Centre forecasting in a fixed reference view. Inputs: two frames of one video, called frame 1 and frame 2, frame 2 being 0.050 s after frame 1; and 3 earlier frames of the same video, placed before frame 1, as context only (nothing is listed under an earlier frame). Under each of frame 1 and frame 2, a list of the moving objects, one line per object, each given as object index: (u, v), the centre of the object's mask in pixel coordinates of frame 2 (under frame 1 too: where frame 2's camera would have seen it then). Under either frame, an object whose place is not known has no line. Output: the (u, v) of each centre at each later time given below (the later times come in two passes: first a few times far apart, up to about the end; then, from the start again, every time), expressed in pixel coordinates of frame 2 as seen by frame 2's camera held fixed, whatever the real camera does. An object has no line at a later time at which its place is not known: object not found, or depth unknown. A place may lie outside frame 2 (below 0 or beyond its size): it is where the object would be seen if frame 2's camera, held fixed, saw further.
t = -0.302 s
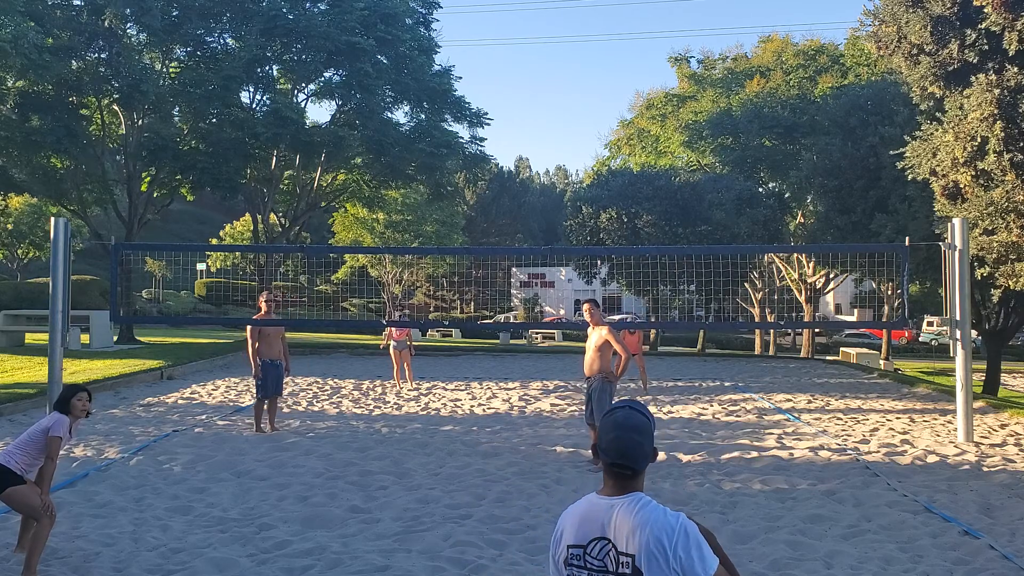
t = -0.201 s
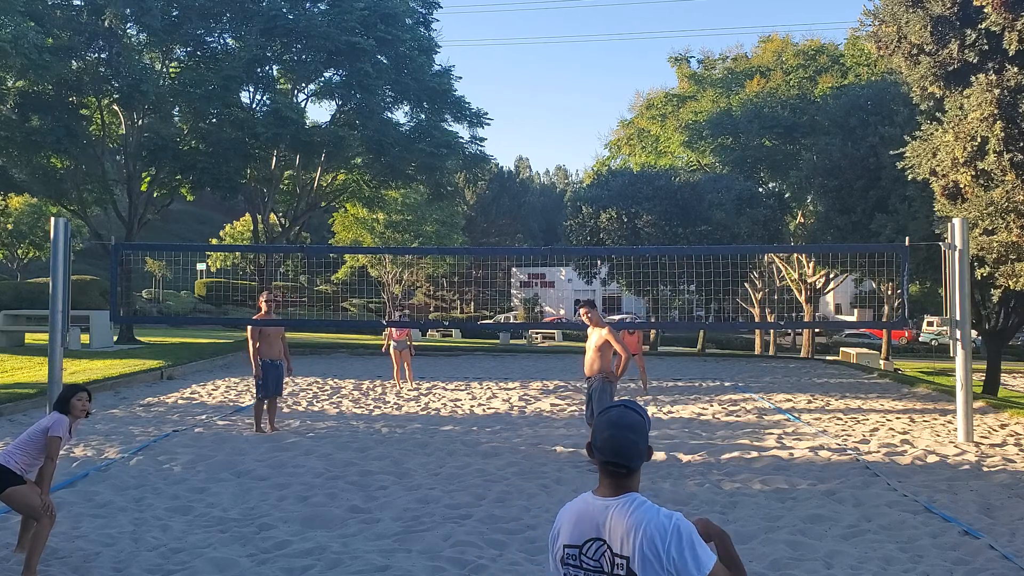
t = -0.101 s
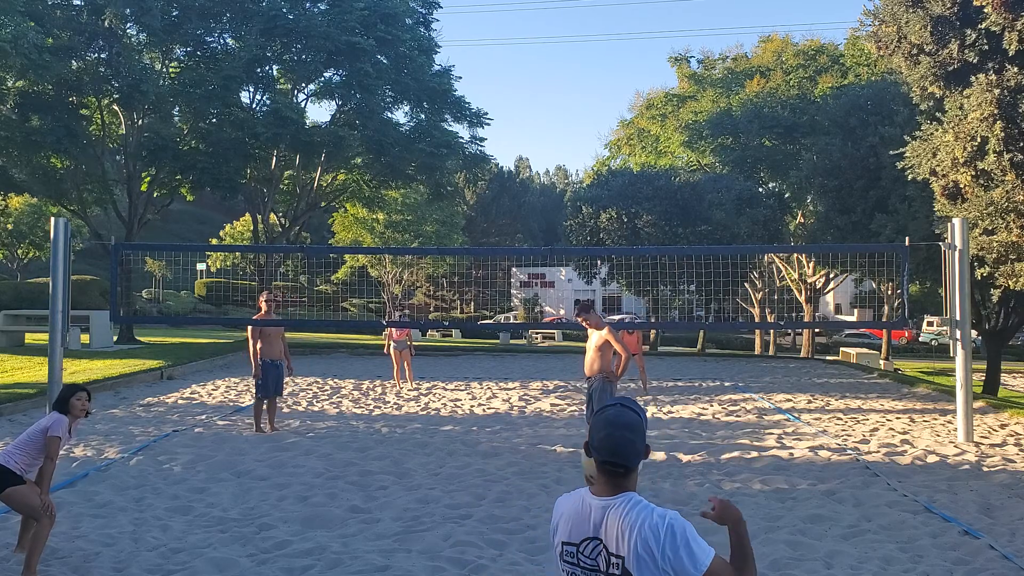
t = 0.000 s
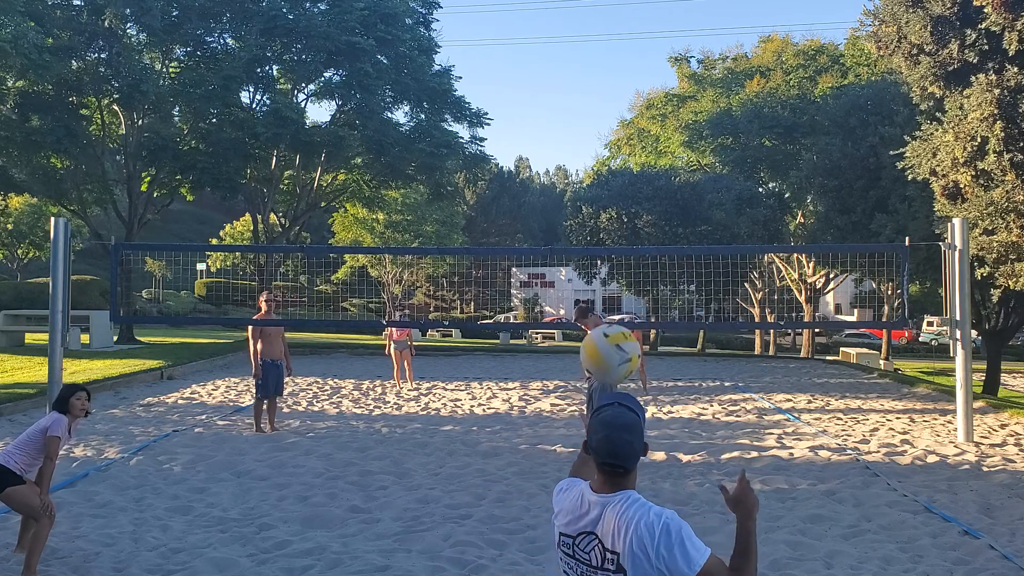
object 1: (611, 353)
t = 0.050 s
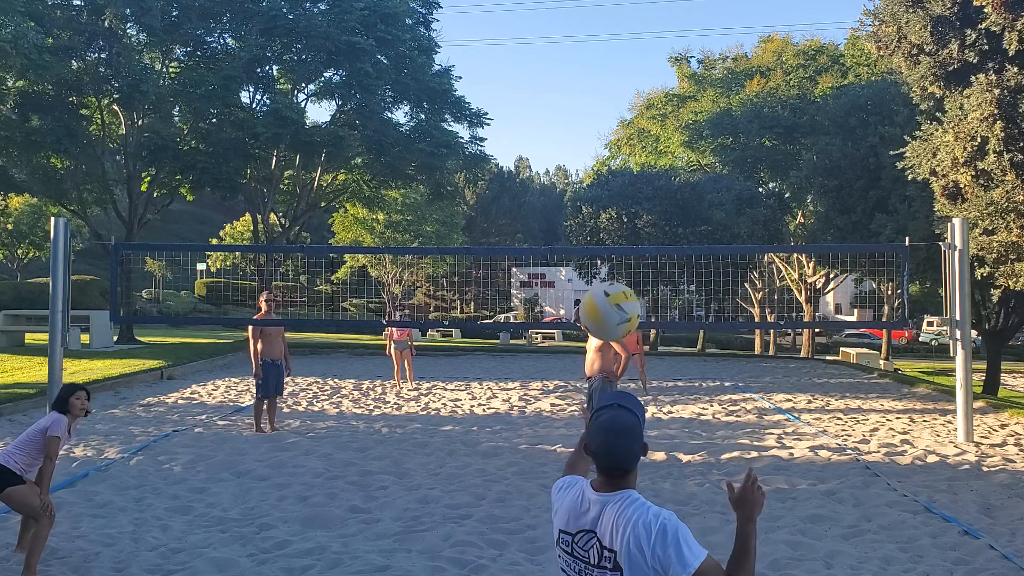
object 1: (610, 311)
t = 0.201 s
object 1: (608, 224)
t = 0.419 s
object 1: (604, 204)
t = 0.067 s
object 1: (610, 299)
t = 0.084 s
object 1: (609, 287)
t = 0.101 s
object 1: (609, 276)
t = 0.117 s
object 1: (609, 265)
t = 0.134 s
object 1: (609, 256)
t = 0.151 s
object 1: (608, 247)
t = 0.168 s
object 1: (608, 238)
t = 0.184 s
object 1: (608, 231)
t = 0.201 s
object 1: (608, 224)
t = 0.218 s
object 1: (607, 218)
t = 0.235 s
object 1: (607, 213)
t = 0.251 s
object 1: (607, 209)
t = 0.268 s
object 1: (607, 205)
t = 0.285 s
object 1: (607, 202)
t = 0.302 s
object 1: (606, 200)
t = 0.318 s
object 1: (606, 198)
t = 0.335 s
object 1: (606, 197)
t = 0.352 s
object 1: (606, 197)
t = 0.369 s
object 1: (605, 198)
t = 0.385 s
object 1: (605, 199)
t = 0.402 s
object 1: (605, 201)
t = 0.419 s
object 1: (604, 204)
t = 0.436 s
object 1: (604, 208)
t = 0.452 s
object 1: (604, 212)
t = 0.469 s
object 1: (603, 217)
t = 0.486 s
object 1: (603, 223)
